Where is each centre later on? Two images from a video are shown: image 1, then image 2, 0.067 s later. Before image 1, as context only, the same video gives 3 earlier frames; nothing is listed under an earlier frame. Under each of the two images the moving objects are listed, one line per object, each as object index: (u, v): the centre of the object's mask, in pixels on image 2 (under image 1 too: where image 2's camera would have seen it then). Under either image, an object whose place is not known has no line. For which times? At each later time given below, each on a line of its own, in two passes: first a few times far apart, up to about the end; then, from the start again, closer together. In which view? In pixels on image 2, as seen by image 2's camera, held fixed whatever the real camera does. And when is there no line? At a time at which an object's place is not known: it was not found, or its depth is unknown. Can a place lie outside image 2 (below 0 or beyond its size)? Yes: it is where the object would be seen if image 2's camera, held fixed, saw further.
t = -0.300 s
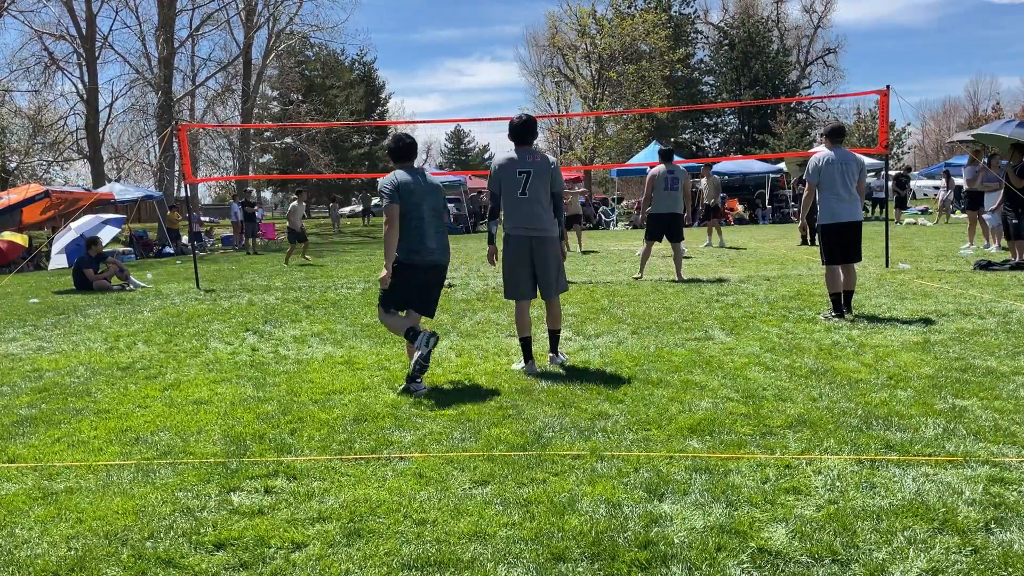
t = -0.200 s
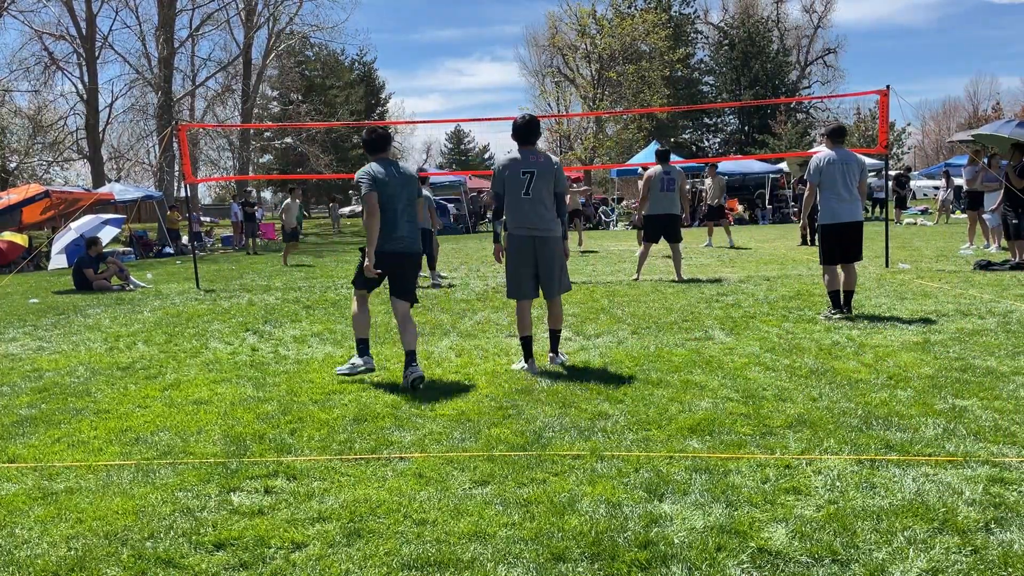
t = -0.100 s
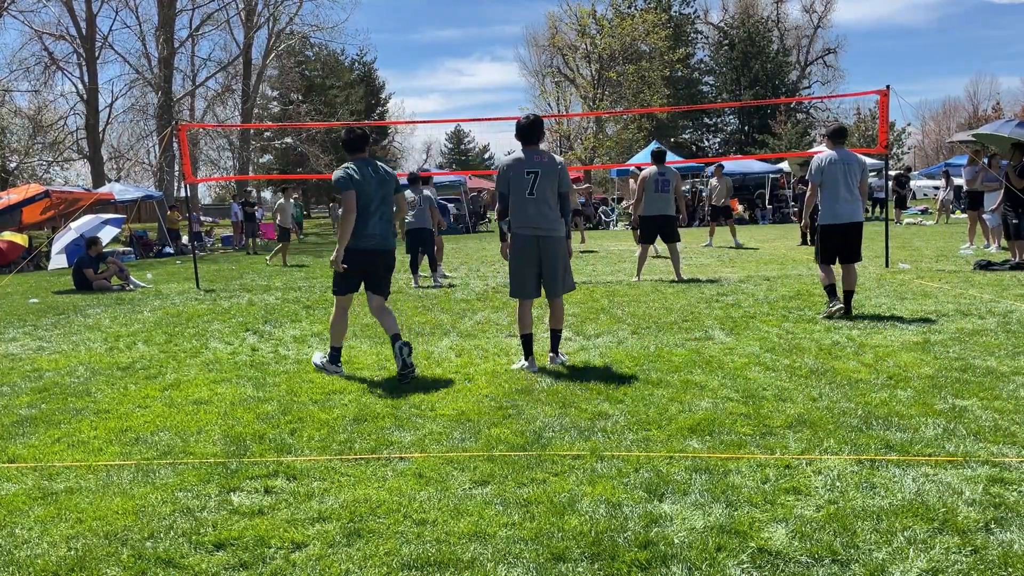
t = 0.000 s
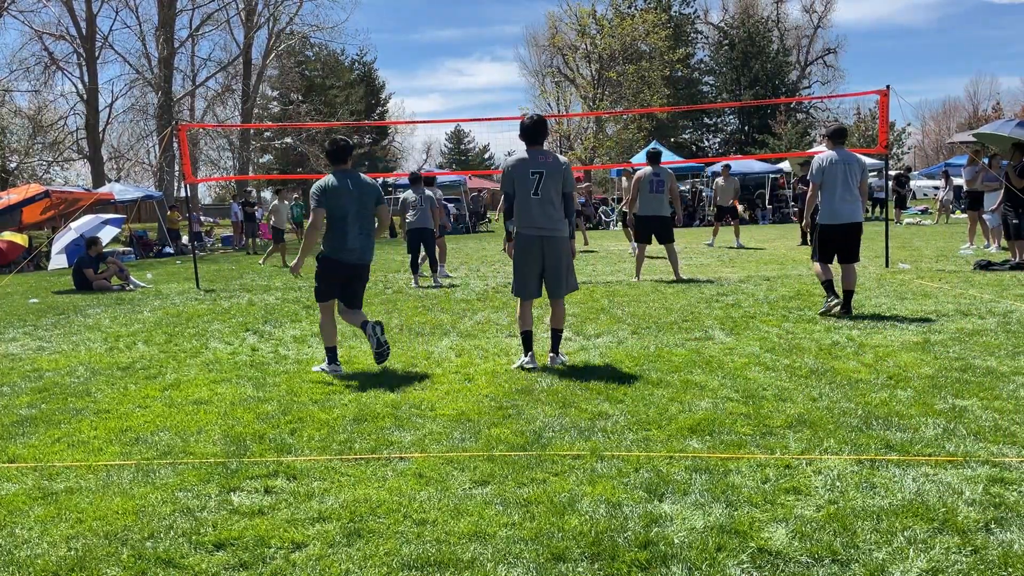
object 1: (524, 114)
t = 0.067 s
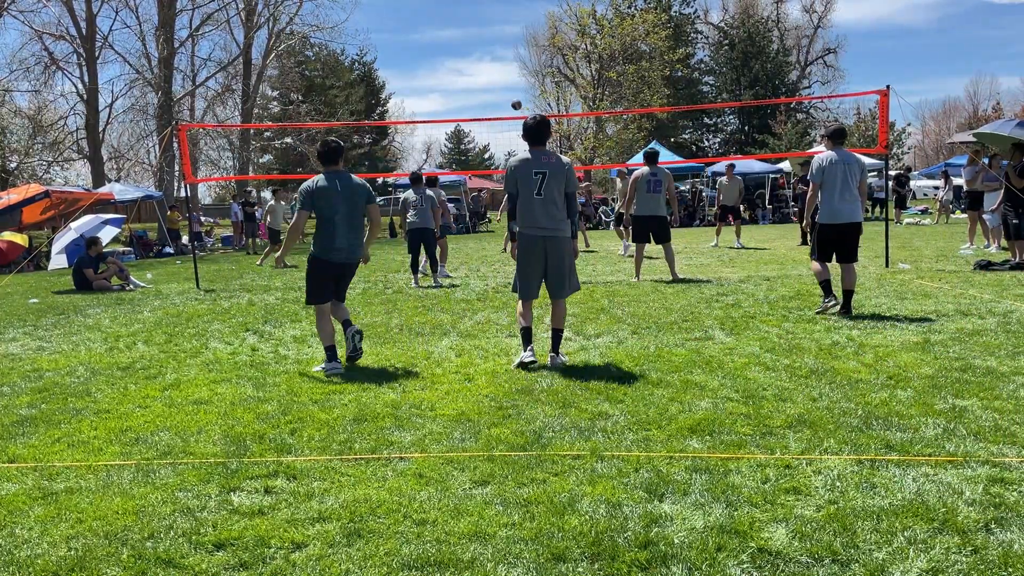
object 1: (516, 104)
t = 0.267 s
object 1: (488, 81)
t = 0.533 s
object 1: (450, 83)
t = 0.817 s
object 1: (409, 132)
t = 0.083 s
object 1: (514, 102)
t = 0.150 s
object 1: (505, 92)
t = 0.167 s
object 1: (502, 90)
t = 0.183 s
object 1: (500, 89)
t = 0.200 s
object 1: (497, 87)
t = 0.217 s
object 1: (495, 85)
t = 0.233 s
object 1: (493, 84)
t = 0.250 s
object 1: (490, 82)
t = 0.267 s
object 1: (488, 81)
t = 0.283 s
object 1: (486, 80)
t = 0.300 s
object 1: (483, 79)
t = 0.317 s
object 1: (481, 78)
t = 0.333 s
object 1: (479, 78)
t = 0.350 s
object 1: (476, 78)
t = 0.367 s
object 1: (474, 77)
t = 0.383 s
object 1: (471, 77)
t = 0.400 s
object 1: (469, 77)
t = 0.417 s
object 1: (467, 77)
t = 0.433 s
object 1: (464, 78)
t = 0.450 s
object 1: (462, 78)
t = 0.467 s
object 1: (459, 79)
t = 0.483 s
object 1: (457, 80)
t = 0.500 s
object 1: (454, 81)
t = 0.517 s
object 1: (452, 82)
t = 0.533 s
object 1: (450, 83)
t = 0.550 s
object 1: (447, 85)
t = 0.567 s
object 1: (445, 86)
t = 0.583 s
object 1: (442, 88)
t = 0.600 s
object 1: (440, 90)
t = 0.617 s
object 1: (438, 93)
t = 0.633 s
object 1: (435, 95)
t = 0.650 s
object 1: (433, 97)
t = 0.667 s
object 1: (430, 100)
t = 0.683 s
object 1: (428, 103)
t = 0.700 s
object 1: (425, 106)
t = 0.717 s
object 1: (423, 109)
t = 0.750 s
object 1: (418, 115)
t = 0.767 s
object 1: (416, 120)
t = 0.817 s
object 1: (409, 132)
